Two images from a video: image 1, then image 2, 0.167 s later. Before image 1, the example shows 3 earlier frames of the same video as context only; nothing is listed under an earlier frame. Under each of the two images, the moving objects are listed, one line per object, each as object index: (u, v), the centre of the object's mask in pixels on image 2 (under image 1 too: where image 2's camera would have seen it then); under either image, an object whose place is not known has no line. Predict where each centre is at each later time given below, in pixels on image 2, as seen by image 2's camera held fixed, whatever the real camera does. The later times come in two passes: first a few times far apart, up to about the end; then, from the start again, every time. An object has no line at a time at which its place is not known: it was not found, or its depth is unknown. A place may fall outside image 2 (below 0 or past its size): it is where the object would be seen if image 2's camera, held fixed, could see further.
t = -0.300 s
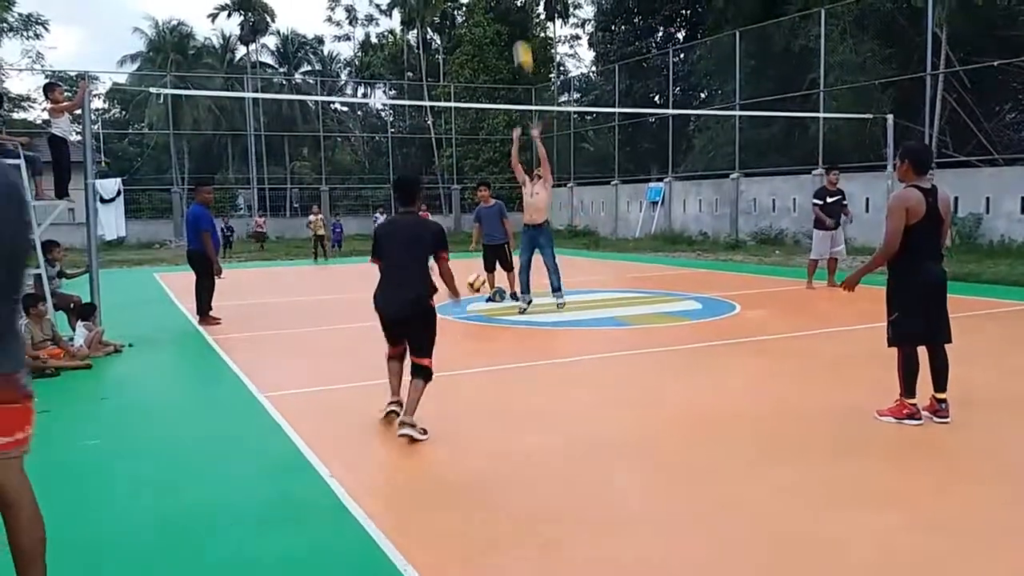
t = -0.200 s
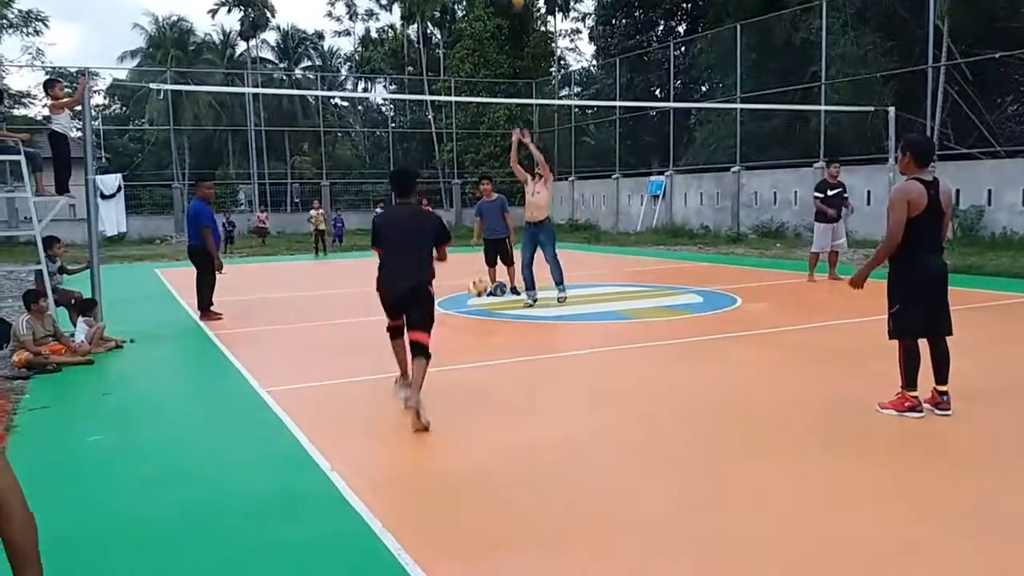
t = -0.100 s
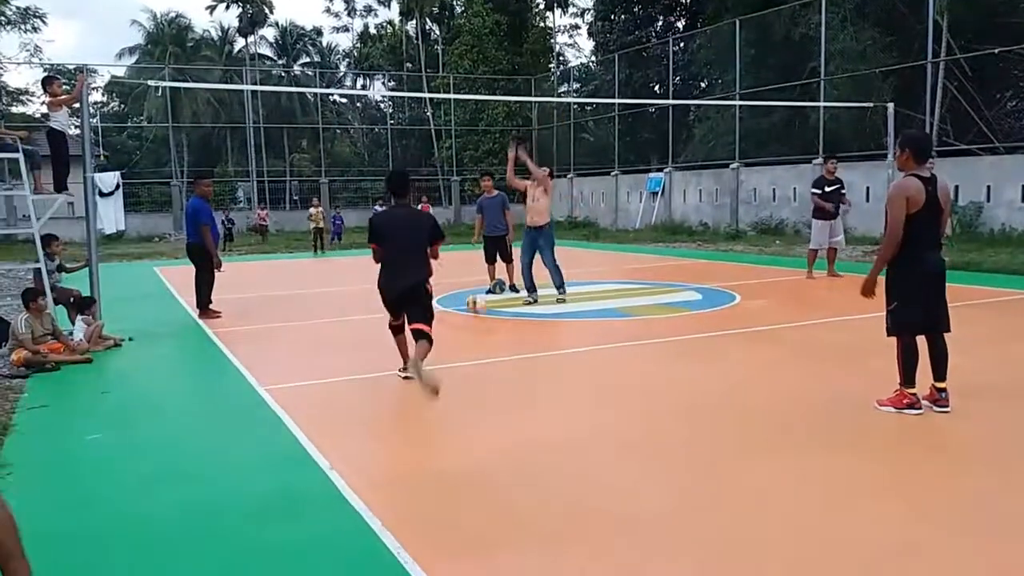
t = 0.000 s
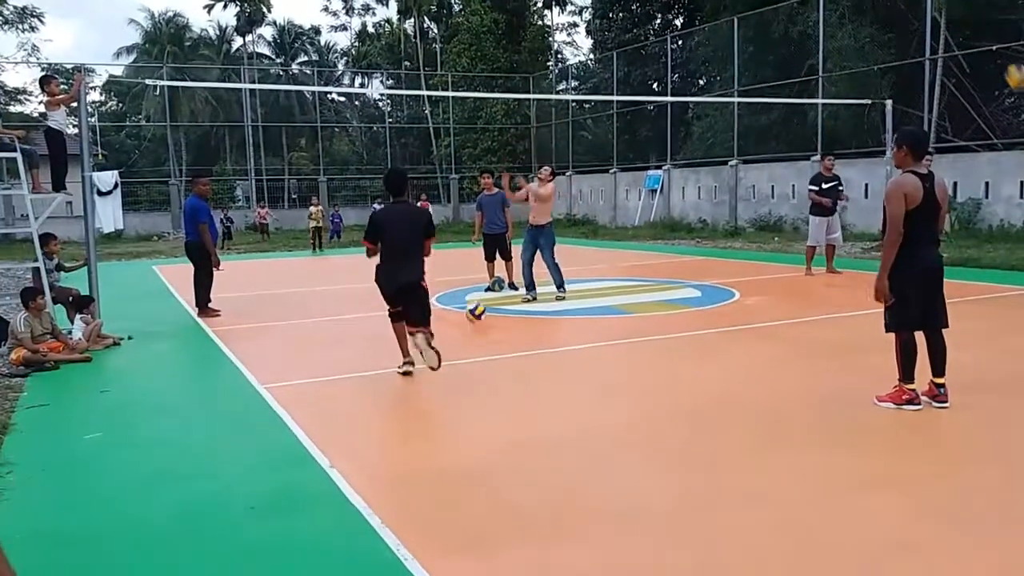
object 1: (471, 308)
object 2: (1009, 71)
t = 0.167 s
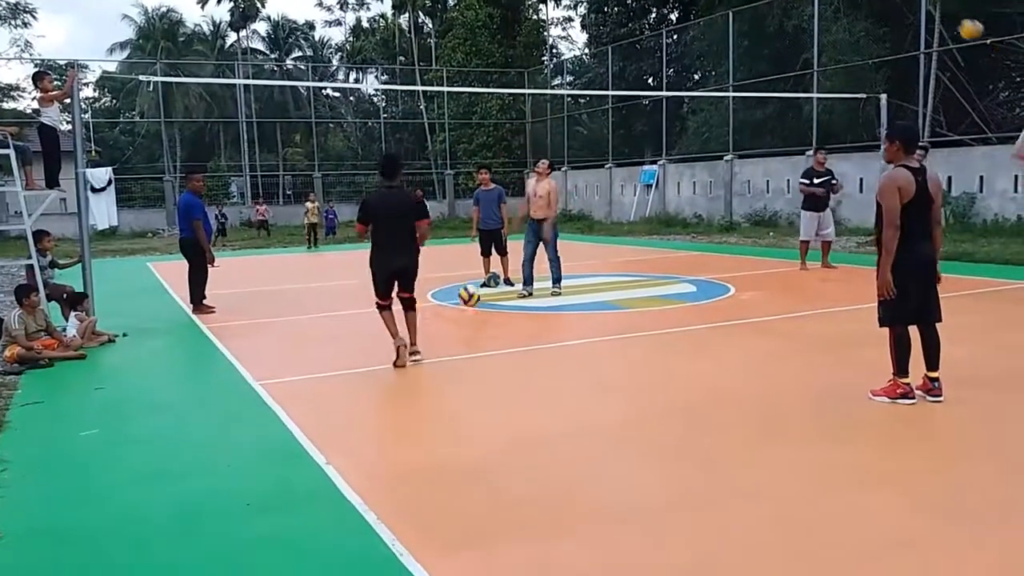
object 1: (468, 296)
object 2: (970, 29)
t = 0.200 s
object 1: (469, 296)
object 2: (962, 25)
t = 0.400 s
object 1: (474, 327)
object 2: (918, 18)
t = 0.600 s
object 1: (462, 320)
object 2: (877, 46)
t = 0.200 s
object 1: (469, 296)
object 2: (962, 25)
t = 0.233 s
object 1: (467, 298)
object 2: (954, 21)
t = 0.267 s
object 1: (468, 301)
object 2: (947, 18)
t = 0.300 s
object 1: (467, 305)
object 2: (939, 17)
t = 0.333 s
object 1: (468, 310)
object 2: (932, 16)
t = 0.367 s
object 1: (469, 314)
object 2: (925, 17)
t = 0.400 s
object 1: (474, 327)
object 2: (918, 18)
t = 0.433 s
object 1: (467, 331)
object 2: (910, 21)
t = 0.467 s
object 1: (466, 326)
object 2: (904, 24)
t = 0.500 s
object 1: (465, 323)
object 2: (897, 28)
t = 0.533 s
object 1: (464, 321)
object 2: (890, 33)
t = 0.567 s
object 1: (463, 320)
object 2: (884, 39)
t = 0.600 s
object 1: (462, 320)
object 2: (877, 46)
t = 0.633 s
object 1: (461, 320)
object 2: (871, 53)
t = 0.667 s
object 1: (461, 323)
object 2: (864, 62)
